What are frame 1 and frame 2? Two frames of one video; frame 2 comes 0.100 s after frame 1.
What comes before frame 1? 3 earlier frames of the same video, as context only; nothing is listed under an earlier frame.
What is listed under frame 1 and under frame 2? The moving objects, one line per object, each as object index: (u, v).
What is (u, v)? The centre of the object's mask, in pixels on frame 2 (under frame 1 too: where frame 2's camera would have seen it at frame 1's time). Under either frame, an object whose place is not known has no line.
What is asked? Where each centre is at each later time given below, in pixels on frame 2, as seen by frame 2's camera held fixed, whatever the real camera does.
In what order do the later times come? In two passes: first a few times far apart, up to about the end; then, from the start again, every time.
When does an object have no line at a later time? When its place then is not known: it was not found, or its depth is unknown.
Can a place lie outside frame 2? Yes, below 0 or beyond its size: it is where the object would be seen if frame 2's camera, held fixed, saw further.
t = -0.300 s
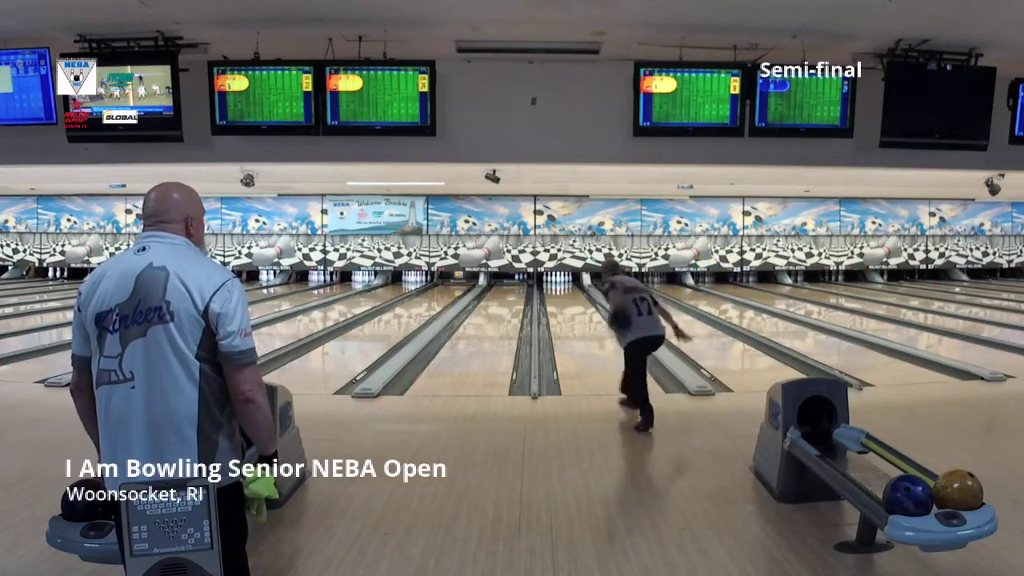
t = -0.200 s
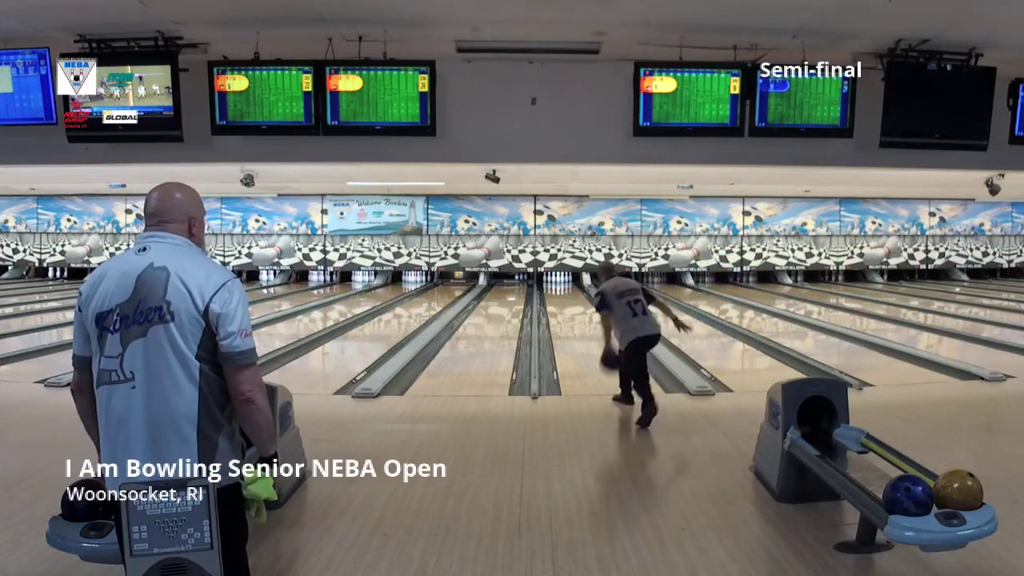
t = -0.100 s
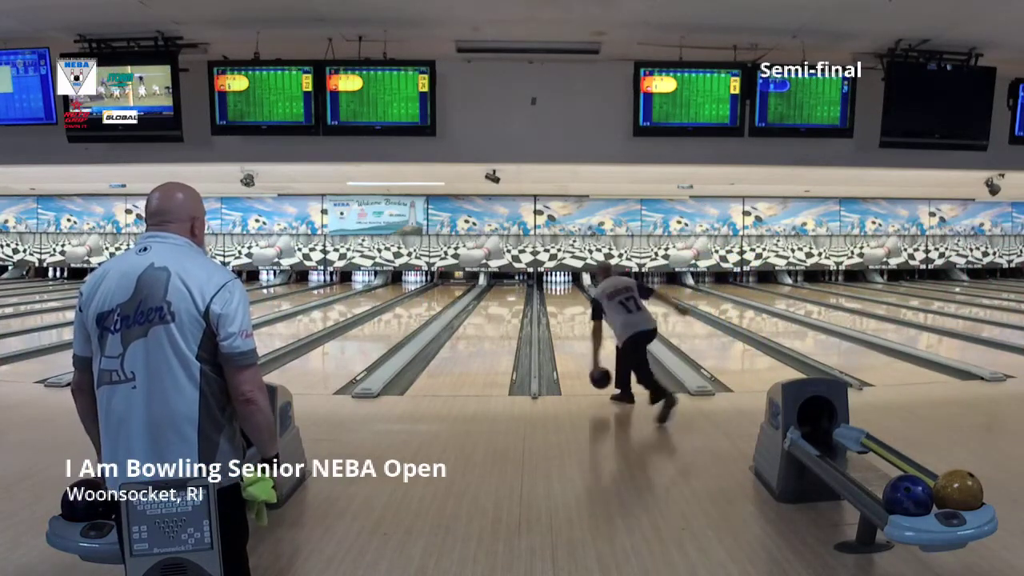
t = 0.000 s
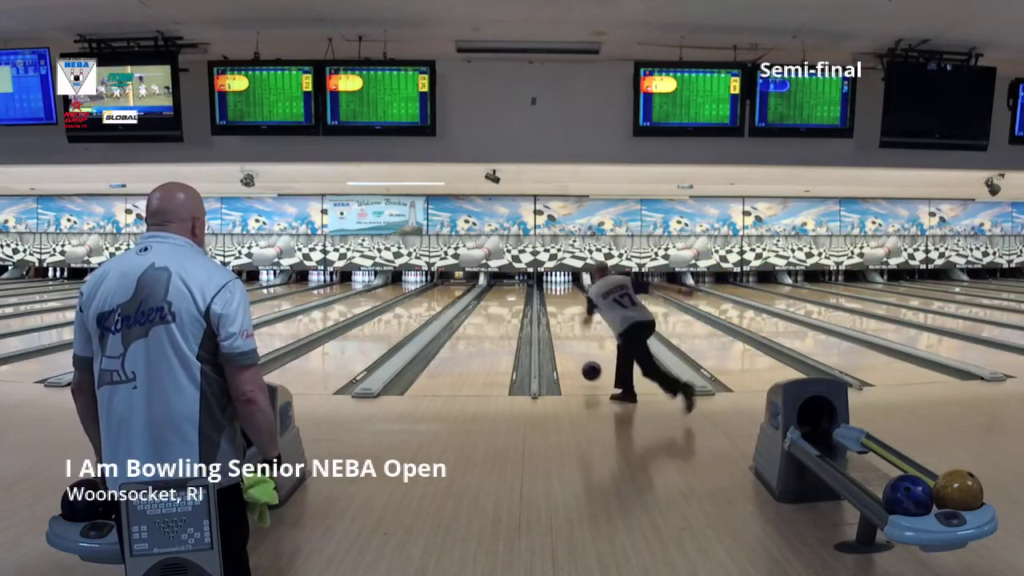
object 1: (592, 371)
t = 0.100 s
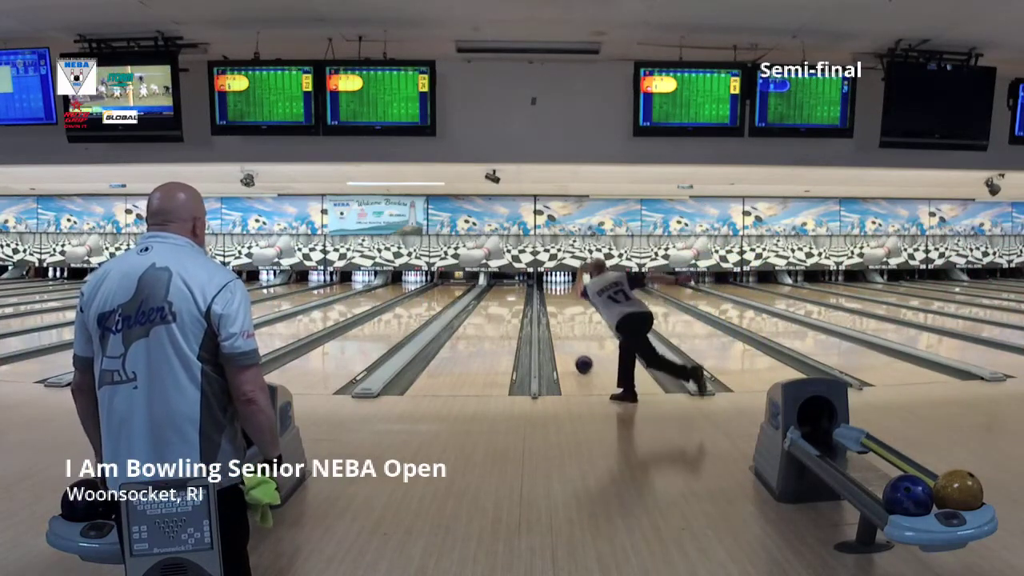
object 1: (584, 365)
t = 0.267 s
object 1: (574, 348)
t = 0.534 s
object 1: (564, 328)
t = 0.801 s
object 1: (557, 315)
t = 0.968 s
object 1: (554, 308)
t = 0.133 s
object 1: (582, 361)
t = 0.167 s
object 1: (580, 358)
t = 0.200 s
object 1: (578, 354)
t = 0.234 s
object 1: (576, 351)
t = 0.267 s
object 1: (574, 348)
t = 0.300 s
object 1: (573, 345)
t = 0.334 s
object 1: (571, 342)
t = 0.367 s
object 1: (570, 340)
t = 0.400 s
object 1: (569, 337)
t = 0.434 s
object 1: (568, 335)
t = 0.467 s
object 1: (566, 332)
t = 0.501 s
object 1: (565, 330)
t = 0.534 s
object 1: (564, 328)
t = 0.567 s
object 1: (563, 326)
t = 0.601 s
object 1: (562, 324)
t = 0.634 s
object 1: (561, 323)
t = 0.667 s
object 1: (560, 321)
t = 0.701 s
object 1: (559, 319)
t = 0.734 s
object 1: (559, 318)
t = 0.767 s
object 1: (558, 316)
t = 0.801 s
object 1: (557, 315)
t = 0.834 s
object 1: (556, 314)
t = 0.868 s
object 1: (556, 312)
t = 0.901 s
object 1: (555, 311)
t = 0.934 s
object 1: (555, 310)
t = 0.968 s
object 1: (554, 308)
